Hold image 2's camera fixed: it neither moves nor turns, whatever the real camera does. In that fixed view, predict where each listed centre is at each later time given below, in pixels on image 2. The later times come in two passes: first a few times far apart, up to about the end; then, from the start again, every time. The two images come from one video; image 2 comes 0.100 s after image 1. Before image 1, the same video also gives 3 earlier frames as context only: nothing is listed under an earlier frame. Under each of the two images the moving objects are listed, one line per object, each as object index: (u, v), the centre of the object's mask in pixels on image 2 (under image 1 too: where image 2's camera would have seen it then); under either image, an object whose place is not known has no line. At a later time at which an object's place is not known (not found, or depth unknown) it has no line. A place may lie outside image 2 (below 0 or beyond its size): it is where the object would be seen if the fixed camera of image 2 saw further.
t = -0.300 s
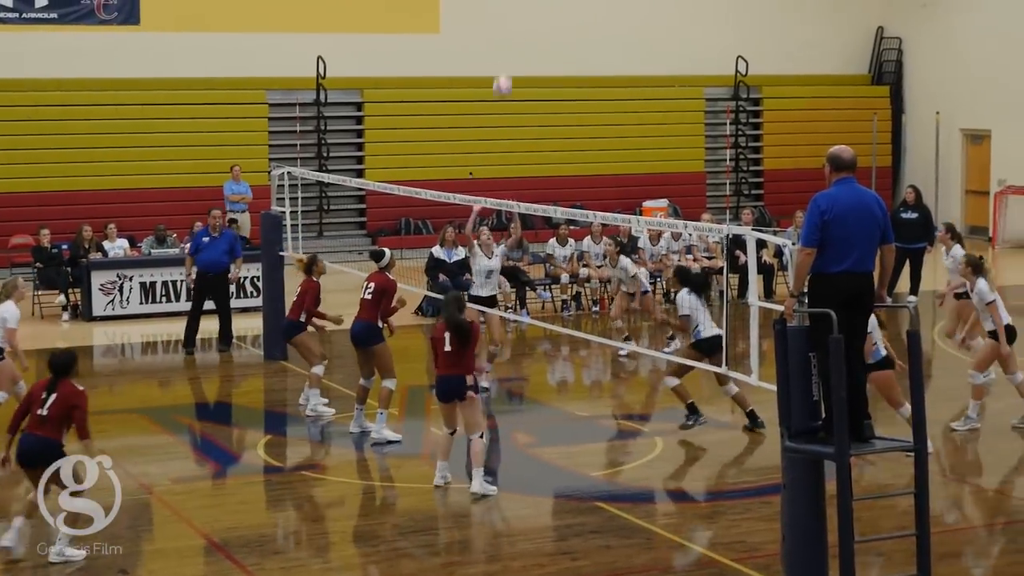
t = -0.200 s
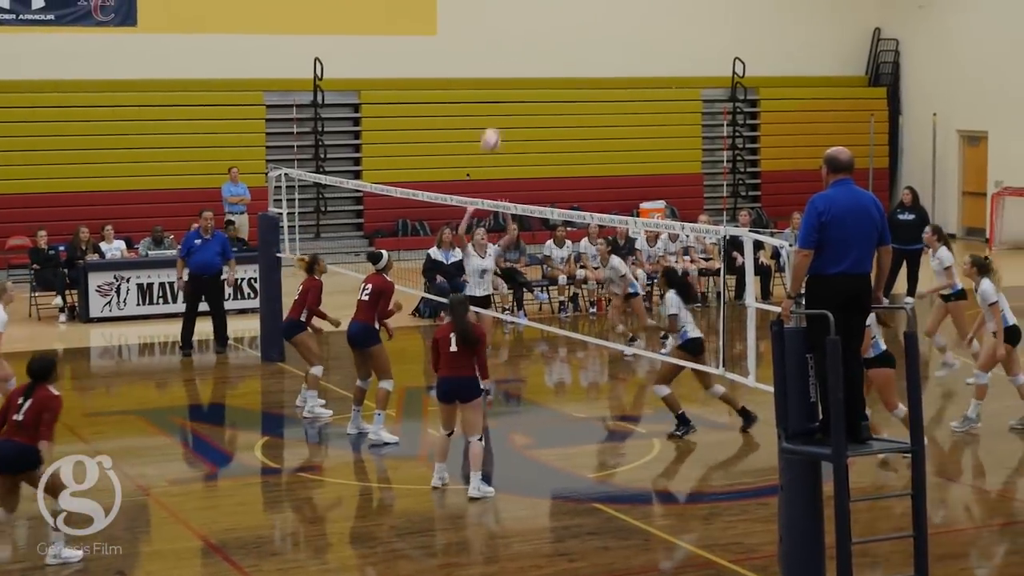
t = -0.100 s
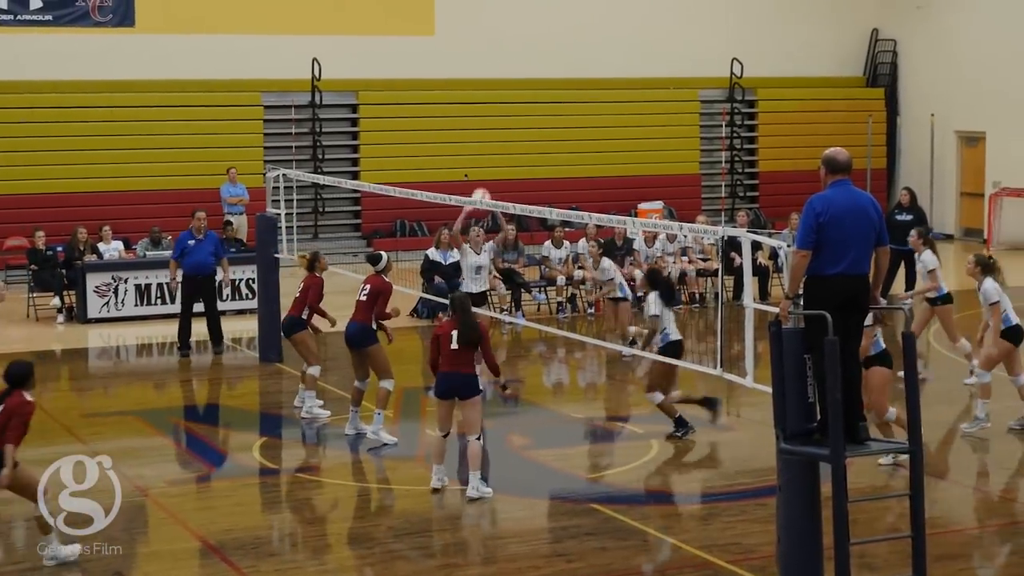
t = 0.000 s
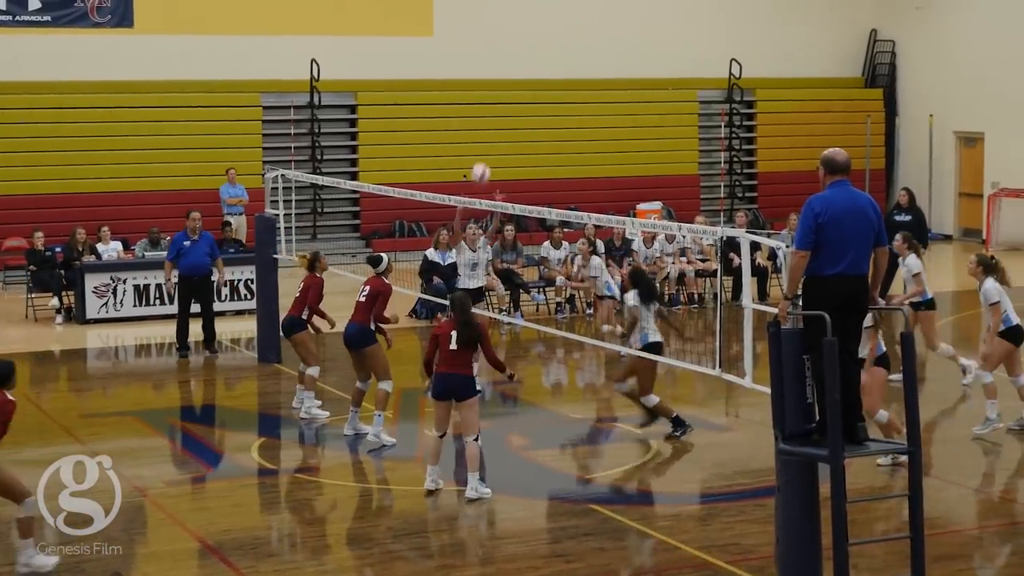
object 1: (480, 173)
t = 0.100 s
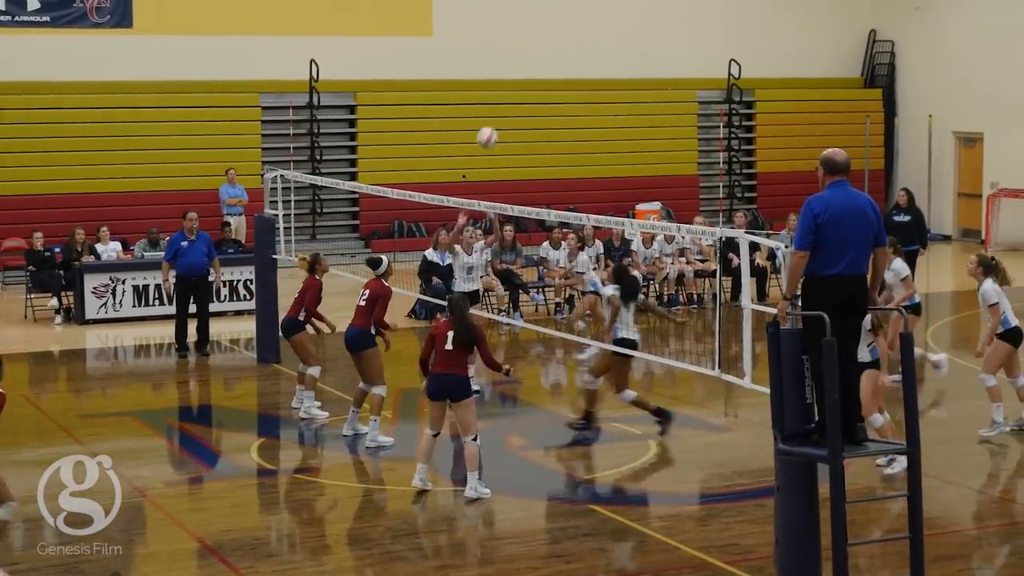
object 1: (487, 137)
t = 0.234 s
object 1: (497, 101)
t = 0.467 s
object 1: (519, 80)
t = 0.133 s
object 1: (489, 126)
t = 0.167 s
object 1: (492, 117)
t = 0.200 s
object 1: (494, 108)
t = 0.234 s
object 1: (497, 101)
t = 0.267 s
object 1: (501, 94)
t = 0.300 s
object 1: (503, 90)
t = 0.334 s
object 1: (505, 86)
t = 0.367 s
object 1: (509, 83)
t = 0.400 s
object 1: (512, 80)
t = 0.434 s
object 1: (516, 79)
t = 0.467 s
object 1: (519, 80)
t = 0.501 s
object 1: (523, 81)
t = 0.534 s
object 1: (527, 83)
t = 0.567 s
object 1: (531, 86)
